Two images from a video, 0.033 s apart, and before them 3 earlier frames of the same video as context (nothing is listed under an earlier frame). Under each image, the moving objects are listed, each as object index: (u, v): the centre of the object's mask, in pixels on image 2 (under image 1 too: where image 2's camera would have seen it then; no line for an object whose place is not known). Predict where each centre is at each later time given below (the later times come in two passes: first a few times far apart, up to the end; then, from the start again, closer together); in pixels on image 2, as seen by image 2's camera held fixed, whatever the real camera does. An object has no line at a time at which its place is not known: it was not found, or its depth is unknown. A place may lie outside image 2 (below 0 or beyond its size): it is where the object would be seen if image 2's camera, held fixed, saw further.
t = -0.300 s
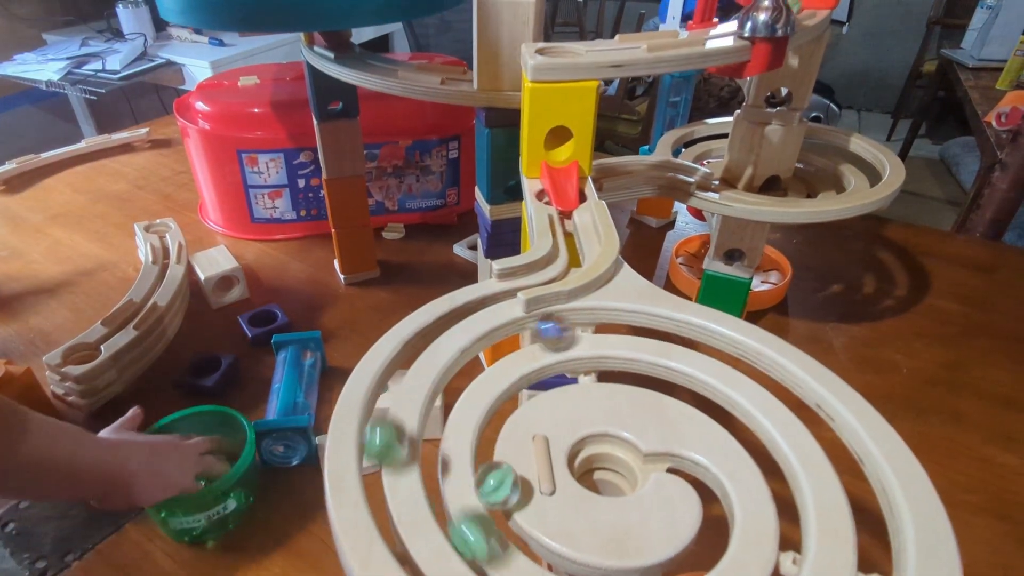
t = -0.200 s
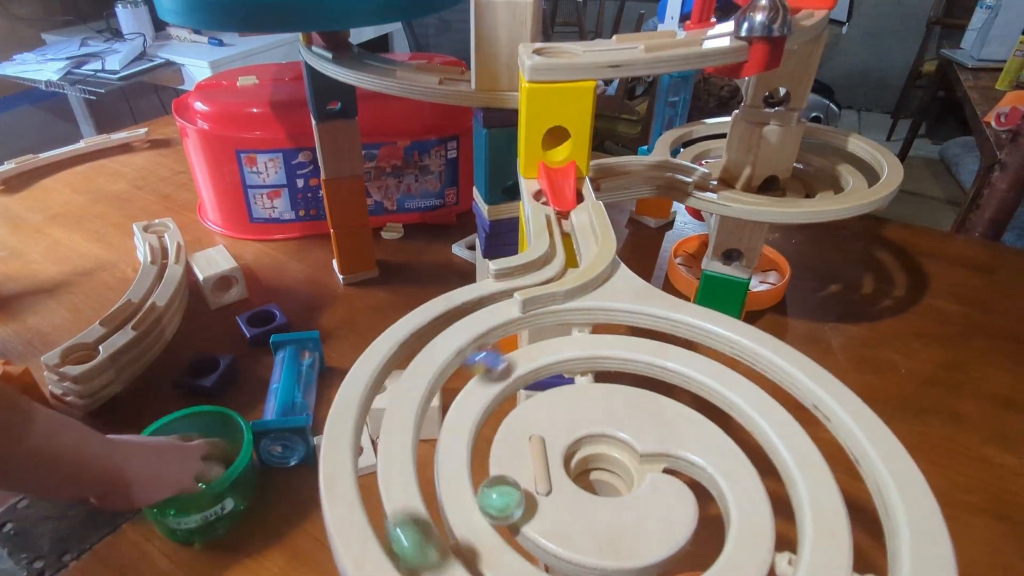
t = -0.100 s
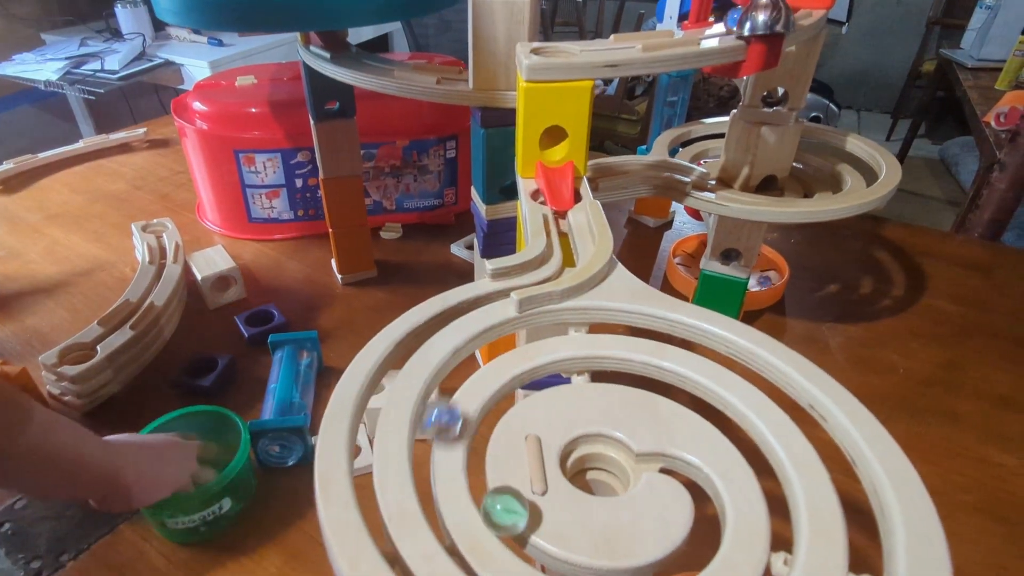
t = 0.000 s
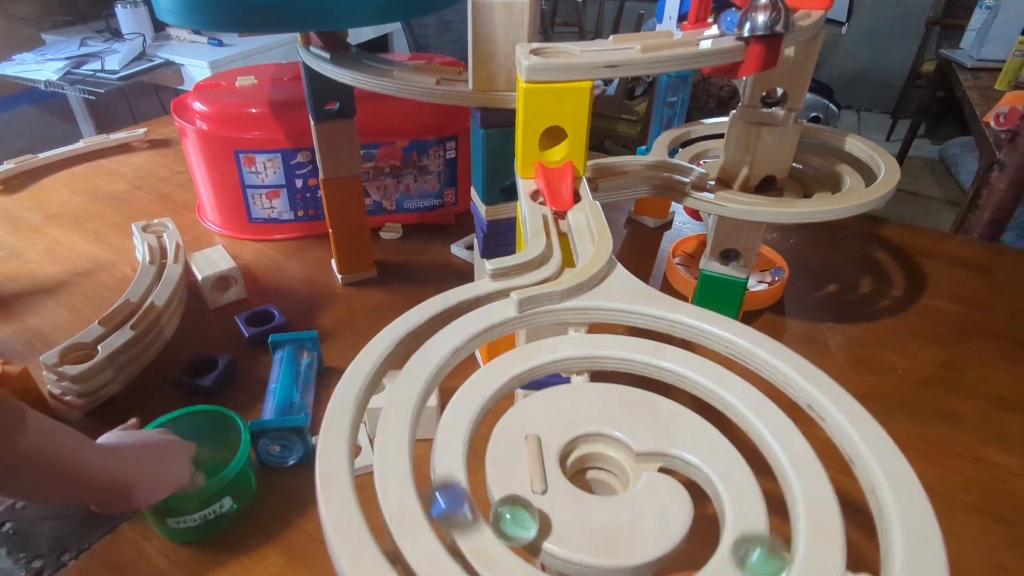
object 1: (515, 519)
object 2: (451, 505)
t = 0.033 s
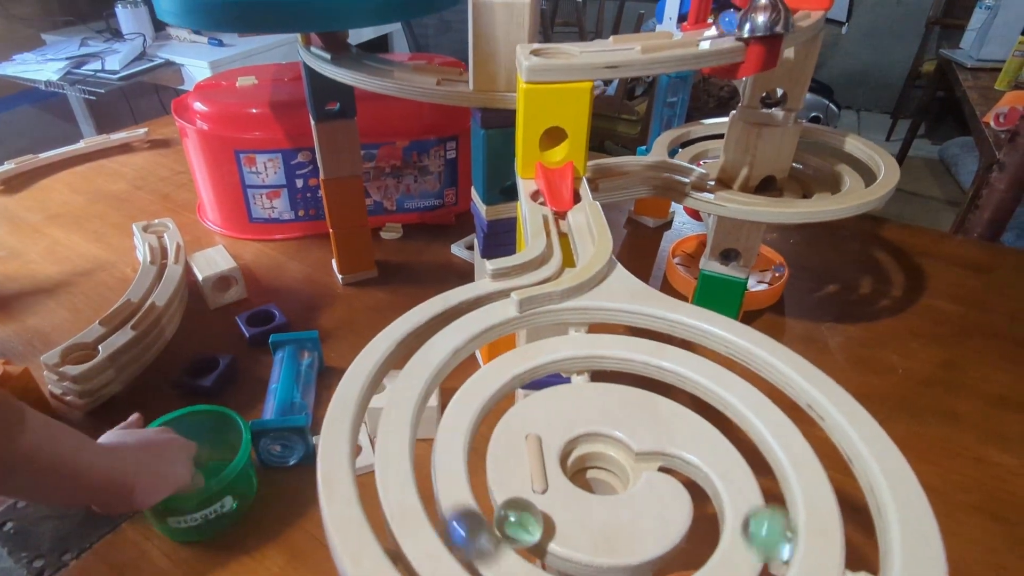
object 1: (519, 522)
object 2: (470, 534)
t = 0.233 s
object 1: (540, 538)
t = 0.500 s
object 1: (573, 555)
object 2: (743, 442)
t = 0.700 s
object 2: (610, 370)
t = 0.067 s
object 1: (523, 525)
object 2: (497, 557)
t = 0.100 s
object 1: (526, 529)
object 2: (527, 568)
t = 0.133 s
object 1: (530, 532)
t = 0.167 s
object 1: (534, 535)
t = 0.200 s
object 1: (536, 536)
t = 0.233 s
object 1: (540, 538)
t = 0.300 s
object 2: (740, 569)
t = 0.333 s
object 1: (552, 546)
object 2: (760, 558)
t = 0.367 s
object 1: (555, 548)
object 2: (771, 540)
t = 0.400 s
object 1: (559, 549)
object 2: (772, 514)
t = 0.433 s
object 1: (563, 552)
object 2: (766, 487)
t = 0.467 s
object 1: (568, 553)
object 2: (757, 464)
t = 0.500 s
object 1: (573, 555)
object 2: (743, 442)
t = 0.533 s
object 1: (579, 556)
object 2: (726, 425)
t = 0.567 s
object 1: (584, 558)
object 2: (705, 406)
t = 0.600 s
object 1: (591, 559)
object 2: (682, 392)
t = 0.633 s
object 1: (597, 560)
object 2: (660, 382)
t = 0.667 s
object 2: (636, 375)
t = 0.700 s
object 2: (610, 370)
